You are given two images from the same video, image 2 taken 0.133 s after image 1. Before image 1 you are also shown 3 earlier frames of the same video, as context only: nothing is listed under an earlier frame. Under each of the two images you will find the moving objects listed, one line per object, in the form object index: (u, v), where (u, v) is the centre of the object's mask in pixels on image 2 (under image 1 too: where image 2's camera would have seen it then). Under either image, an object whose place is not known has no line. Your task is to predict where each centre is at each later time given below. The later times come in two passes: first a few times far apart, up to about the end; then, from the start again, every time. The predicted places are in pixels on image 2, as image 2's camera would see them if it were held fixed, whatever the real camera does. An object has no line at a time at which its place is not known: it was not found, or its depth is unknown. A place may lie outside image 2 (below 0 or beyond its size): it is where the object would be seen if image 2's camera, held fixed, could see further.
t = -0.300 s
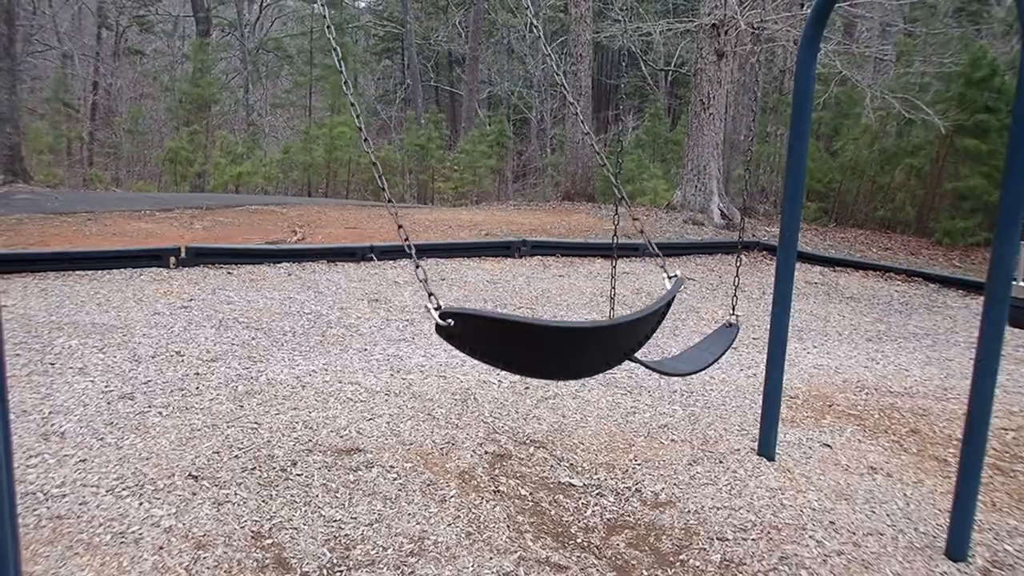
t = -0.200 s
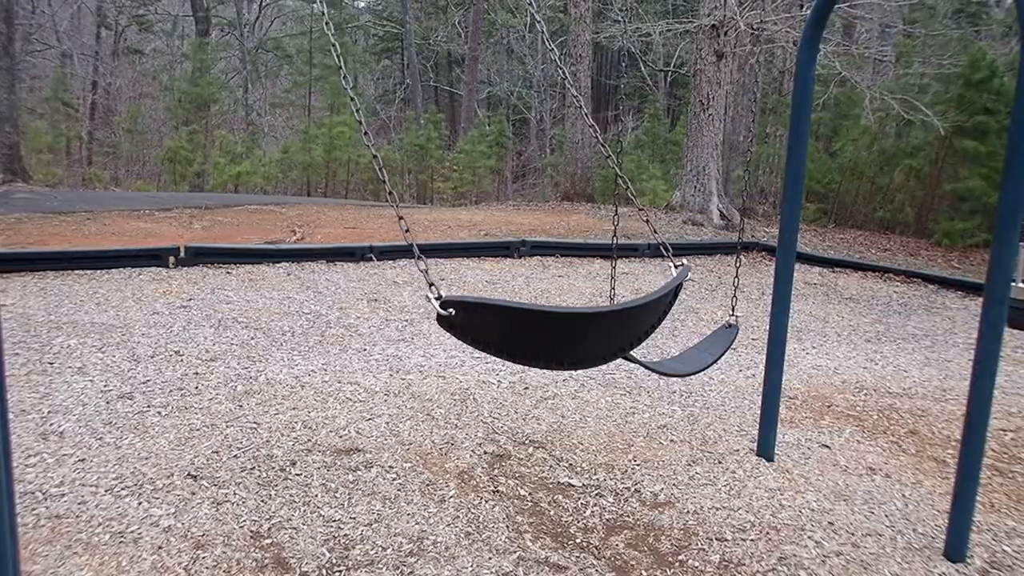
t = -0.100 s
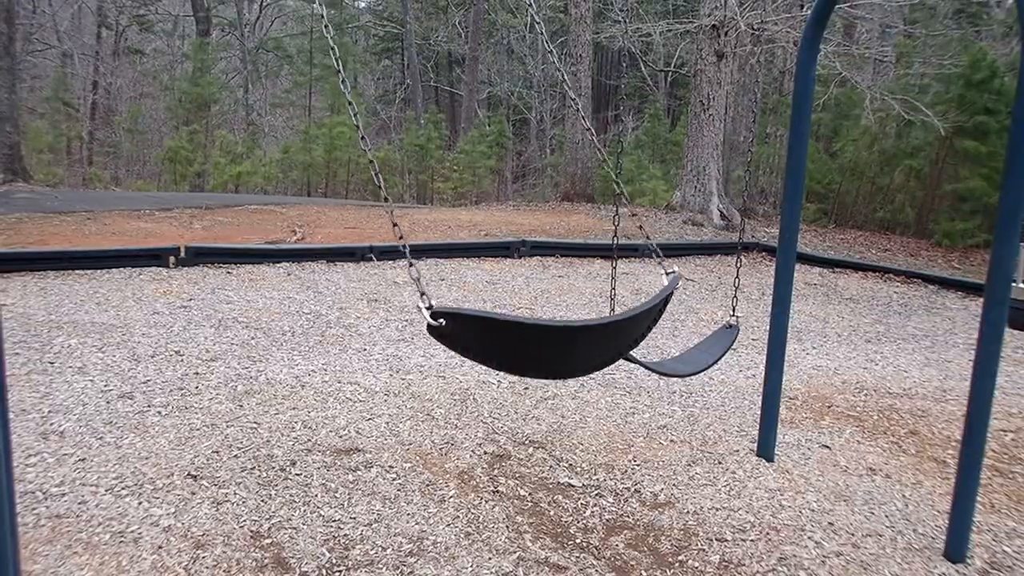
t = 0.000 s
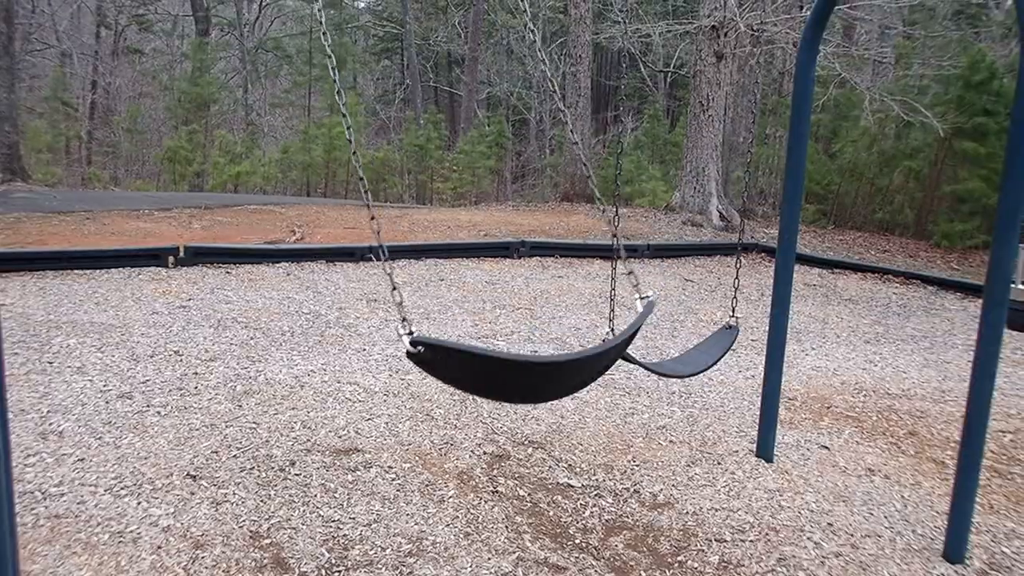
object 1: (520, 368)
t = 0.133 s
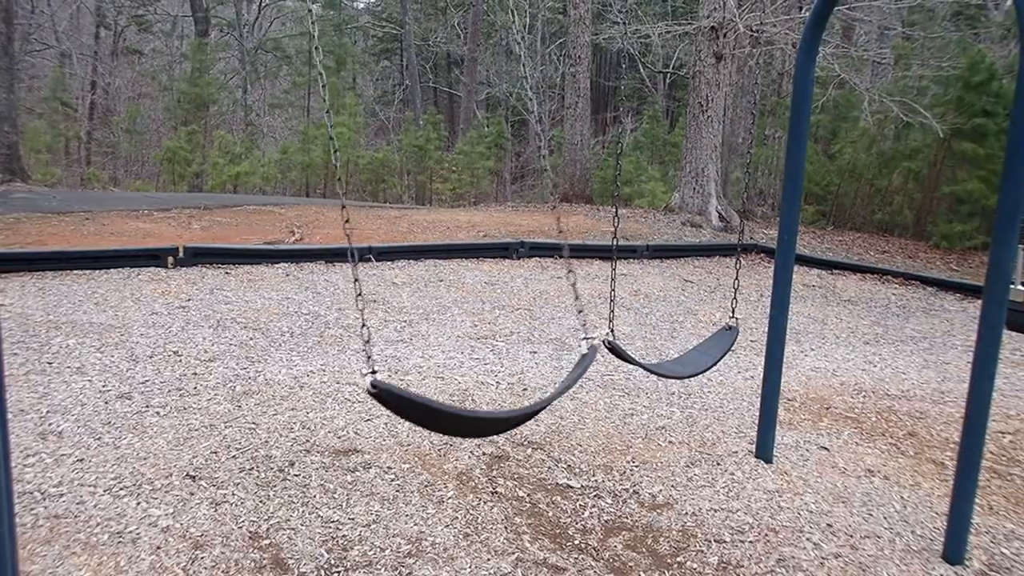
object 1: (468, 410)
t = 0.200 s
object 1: (454, 429)
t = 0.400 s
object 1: (394, 401)
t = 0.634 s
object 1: (322, 313)
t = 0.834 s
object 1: (296, 234)
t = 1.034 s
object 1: (293, 203)
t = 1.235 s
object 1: (304, 233)
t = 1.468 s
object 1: (343, 325)
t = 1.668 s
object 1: (410, 397)
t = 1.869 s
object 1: (458, 428)
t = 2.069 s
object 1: (507, 374)
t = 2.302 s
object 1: (528, 346)
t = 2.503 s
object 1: (484, 392)
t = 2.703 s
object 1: (453, 426)
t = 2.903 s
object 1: (381, 384)
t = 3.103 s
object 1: (330, 306)
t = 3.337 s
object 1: (304, 228)
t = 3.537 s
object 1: (302, 214)
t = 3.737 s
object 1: (313, 259)
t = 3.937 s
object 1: (348, 338)
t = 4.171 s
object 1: (426, 410)
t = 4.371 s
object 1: (461, 416)
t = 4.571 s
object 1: (510, 368)
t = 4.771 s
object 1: (521, 360)
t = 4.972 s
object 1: (480, 401)
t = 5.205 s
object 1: (440, 414)
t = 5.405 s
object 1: (368, 362)
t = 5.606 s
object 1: (323, 285)
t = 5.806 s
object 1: (301, 230)
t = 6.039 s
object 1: (299, 232)
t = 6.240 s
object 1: (316, 289)
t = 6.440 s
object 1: (361, 366)
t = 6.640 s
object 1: (434, 416)
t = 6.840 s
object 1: (473, 410)
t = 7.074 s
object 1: (526, 367)
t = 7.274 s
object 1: (519, 378)
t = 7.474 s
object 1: (470, 419)
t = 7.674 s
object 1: (429, 406)
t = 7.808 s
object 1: (378, 373)
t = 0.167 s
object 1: (456, 420)
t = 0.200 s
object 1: (454, 429)
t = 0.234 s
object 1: (456, 432)
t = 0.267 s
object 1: (452, 425)
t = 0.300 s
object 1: (439, 420)
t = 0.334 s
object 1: (424, 415)
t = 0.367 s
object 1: (408, 408)
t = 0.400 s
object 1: (394, 401)
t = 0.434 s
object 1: (381, 392)
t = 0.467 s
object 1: (369, 380)
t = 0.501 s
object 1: (357, 368)
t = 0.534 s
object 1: (347, 356)
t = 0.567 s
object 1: (338, 342)
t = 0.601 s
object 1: (329, 327)
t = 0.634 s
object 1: (322, 313)
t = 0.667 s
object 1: (316, 298)
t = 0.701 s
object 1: (310, 284)
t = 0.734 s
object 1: (305, 269)
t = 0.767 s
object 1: (302, 257)
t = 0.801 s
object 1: (299, 245)
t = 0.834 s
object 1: (296, 234)
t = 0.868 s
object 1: (295, 226)
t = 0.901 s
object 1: (293, 218)
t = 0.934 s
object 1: (293, 212)
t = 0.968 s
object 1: (293, 207)
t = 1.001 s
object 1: (292, 204)
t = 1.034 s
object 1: (293, 203)
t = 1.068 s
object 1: (293, 204)
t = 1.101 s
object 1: (295, 207)
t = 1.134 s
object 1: (296, 211)
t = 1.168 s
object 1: (298, 216)
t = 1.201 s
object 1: (301, 225)
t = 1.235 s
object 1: (304, 233)
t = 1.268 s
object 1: (308, 243)
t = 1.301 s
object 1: (311, 256)
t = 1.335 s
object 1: (317, 268)
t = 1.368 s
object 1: (322, 282)
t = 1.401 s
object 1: (328, 296)
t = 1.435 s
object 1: (335, 310)
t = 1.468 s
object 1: (343, 325)
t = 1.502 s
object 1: (353, 339)
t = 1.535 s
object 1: (362, 353)
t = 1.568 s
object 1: (374, 365)
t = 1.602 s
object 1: (385, 377)
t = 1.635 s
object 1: (397, 388)
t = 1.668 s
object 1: (410, 397)
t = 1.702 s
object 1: (423, 406)
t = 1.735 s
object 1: (437, 411)
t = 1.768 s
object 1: (449, 417)
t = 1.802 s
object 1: (457, 423)
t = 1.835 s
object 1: (467, 427)
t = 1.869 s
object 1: (458, 428)
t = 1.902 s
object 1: (463, 420)
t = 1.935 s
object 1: (472, 411)
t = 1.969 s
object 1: (481, 400)
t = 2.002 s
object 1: (489, 393)
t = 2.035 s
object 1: (497, 384)
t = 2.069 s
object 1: (507, 374)
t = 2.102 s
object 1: (514, 365)
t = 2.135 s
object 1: (521, 357)
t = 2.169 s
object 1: (525, 351)
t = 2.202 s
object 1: (529, 346)
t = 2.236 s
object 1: (530, 344)
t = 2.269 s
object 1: (530, 343)
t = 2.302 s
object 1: (528, 346)
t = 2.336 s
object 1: (524, 350)
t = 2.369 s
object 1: (518, 356)
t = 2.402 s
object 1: (511, 364)
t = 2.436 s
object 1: (503, 373)
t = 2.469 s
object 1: (494, 382)
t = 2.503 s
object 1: (484, 392)
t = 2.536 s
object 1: (473, 400)
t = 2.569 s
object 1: (463, 410)
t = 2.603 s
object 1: (456, 419)
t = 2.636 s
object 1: (452, 427)
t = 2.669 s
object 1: (456, 431)
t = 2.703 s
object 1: (453, 426)
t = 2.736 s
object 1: (444, 420)
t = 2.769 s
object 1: (432, 415)
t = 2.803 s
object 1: (417, 409)
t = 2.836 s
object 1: (405, 402)
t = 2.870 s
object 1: (391, 394)
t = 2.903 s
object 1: (381, 384)
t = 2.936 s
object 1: (370, 372)
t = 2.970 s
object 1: (361, 360)
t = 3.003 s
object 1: (352, 347)
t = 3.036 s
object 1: (343, 334)
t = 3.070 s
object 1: (336, 320)
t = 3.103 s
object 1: (330, 306)
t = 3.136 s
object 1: (325, 292)
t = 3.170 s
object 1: (320, 279)
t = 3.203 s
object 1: (315, 266)
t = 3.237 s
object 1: (312, 255)
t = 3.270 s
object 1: (309, 244)
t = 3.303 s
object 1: (307, 235)
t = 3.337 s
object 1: (304, 228)
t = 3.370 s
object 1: (303, 222)
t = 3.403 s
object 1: (302, 216)
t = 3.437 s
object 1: (301, 214)
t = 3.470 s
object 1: (301, 212)
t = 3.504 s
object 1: (301, 213)
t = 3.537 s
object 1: (302, 214)
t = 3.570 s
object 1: (303, 218)
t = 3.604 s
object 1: (303, 223)
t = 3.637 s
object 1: (305, 230)
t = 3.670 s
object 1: (307, 238)
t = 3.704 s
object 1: (310, 248)
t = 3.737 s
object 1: (313, 259)
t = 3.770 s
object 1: (317, 270)
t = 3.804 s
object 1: (322, 283)
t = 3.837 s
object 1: (327, 297)
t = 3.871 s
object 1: (333, 311)
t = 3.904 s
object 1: (340, 325)
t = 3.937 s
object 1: (348, 338)
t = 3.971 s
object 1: (357, 351)
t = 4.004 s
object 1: (367, 364)
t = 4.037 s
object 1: (377, 375)
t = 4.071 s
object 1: (388, 386)
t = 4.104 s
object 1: (400, 395)
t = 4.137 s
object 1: (413, 403)
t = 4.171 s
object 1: (426, 410)
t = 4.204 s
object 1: (439, 415)
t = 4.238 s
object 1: (449, 421)
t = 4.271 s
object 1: (458, 425)
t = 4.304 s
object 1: (455, 431)
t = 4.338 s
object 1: (458, 425)
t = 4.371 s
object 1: (461, 416)
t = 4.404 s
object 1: (468, 407)
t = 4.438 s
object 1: (478, 399)
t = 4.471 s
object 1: (486, 391)
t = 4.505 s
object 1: (495, 383)
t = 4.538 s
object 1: (503, 375)
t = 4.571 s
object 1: (510, 368)
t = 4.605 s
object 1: (516, 362)
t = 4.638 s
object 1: (521, 358)
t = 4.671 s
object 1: (523, 356)
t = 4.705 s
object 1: (524, 355)
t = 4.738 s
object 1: (524, 356)
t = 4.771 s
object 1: (521, 360)
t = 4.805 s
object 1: (518, 365)
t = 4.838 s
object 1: (512, 371)
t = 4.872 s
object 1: (505, 379)
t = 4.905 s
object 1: (497, 387)
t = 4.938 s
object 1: (488, 395)
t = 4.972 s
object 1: (480, 401)
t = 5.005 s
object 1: (472, 410)
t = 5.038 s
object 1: (463, 419)
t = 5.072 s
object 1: (465, 427)
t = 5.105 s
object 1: (461, 431)
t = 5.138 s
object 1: (461, 424)
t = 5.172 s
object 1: (454, 419)
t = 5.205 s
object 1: (440, 414)
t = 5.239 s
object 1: (427, 408)
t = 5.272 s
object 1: (414, 401)
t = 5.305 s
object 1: (402, 394)
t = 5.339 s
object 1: (390, 384)
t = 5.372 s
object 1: (379, 373)
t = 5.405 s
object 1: (368, 362)
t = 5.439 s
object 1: (359, 350)
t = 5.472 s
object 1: (350, 337)
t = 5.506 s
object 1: (342, 324)
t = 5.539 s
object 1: (335, 311)
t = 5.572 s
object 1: (328, 298)
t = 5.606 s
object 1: (323, 285)
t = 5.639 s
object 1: (317, 273)
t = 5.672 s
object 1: (313, 262)
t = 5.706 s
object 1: (310, 252)
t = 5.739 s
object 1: (307, 244)
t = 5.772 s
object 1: (304, 236)
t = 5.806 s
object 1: (301, 230)
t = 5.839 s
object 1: (300, 226)
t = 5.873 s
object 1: (299, 224)
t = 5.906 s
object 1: (298, 222)
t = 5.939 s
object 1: (298, 222)
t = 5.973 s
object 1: (298, 224)
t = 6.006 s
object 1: (298, 227)
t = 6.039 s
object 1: (299, 232)
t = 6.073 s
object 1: (300, 238)
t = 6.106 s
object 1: (302, 246)
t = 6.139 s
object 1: (305, 255)
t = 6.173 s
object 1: (307, 265)
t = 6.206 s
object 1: (312, 277)
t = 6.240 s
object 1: (316, 289)
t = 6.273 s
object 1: (320, 302)
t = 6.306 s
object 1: (327, 315)
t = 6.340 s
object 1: (334, 328)
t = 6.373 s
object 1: (342, 341)
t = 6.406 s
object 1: (351, 354)
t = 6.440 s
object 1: (361, 366)
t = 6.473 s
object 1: (372, 377)
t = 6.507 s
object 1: (383, 387)
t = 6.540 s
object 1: (396, 396)
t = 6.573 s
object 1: (408, 403)
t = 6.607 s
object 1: (423, 409)
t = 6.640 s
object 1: (434, 416)
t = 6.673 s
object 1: (447, 421)
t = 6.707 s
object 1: (452, 427)
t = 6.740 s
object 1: (459, 431)
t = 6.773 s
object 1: (459, 426)
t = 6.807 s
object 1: (465, 418)
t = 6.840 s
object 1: (473, 410)
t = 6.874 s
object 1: (481, 401)
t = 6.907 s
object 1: (490, 395)
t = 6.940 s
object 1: (499, 388)
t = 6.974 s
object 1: (507, 382)
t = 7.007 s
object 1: (515, 376)
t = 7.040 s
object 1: (521, 371)
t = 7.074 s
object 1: (526, 367)
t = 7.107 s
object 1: (529, 365)
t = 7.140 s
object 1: (530, 364)
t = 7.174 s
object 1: (530, 365)
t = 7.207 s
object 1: (529, 368)
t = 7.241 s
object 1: (525, 373)
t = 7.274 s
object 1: (519, 378)
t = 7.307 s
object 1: (512, 384)
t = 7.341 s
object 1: (505, 391)
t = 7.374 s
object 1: (496, 398)
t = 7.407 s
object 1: (489, 404)
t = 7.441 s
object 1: (478, 412)
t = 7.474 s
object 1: (470, 419)
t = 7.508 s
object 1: (467, 426)
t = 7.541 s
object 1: (475, 426)
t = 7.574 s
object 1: (465, 422)
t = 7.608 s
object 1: (458, 416)
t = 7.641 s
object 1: (445, 411)
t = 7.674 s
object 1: (429, 406)
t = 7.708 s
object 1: (415, 400)
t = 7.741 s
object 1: (403, 391)
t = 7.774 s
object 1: (390, 383)
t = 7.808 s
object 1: (378, 373)
